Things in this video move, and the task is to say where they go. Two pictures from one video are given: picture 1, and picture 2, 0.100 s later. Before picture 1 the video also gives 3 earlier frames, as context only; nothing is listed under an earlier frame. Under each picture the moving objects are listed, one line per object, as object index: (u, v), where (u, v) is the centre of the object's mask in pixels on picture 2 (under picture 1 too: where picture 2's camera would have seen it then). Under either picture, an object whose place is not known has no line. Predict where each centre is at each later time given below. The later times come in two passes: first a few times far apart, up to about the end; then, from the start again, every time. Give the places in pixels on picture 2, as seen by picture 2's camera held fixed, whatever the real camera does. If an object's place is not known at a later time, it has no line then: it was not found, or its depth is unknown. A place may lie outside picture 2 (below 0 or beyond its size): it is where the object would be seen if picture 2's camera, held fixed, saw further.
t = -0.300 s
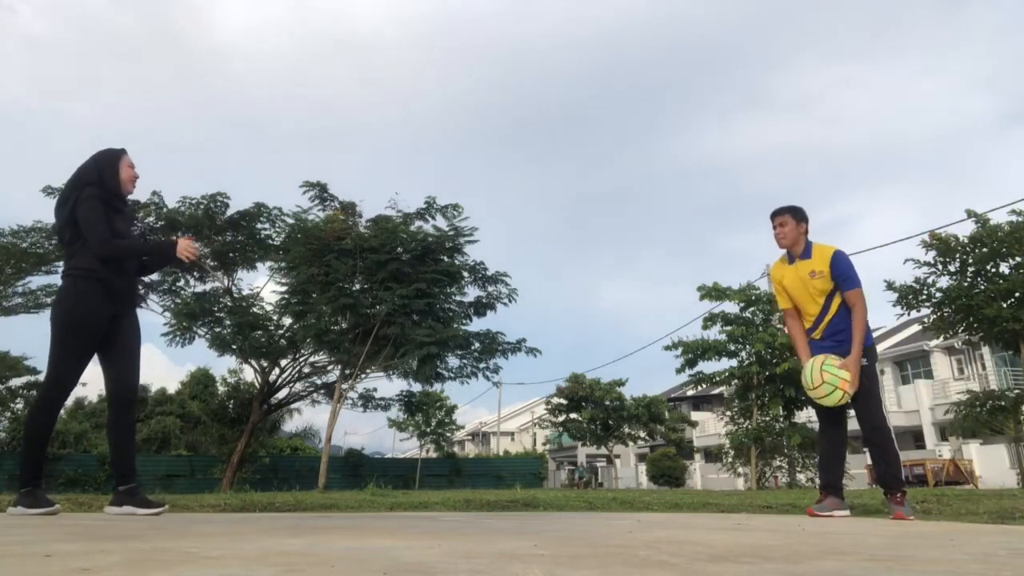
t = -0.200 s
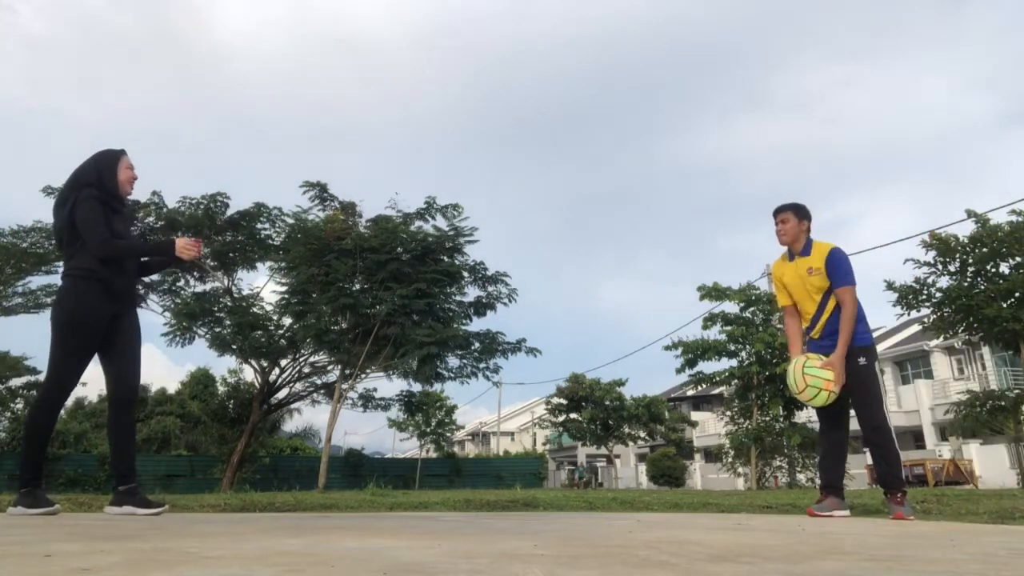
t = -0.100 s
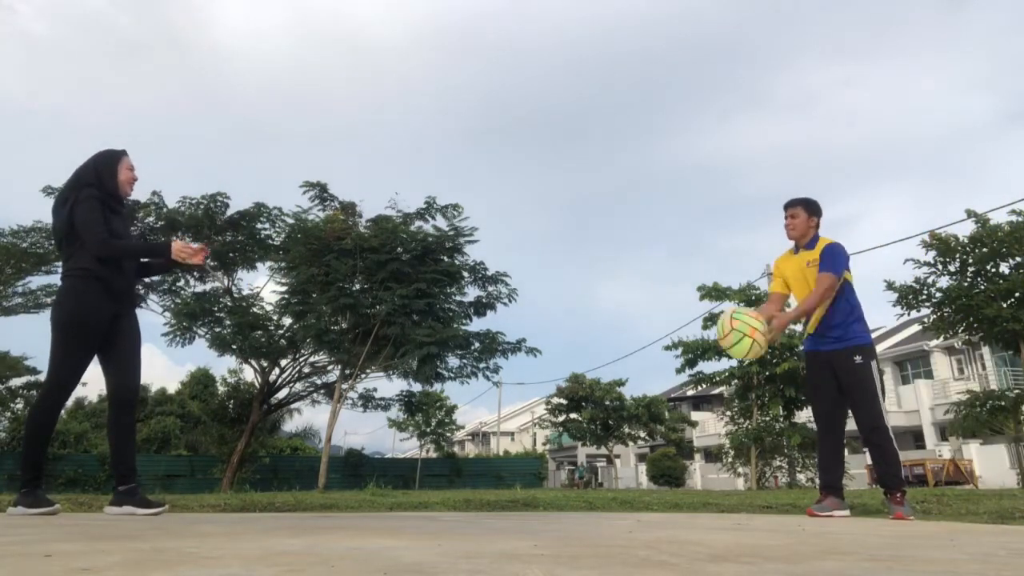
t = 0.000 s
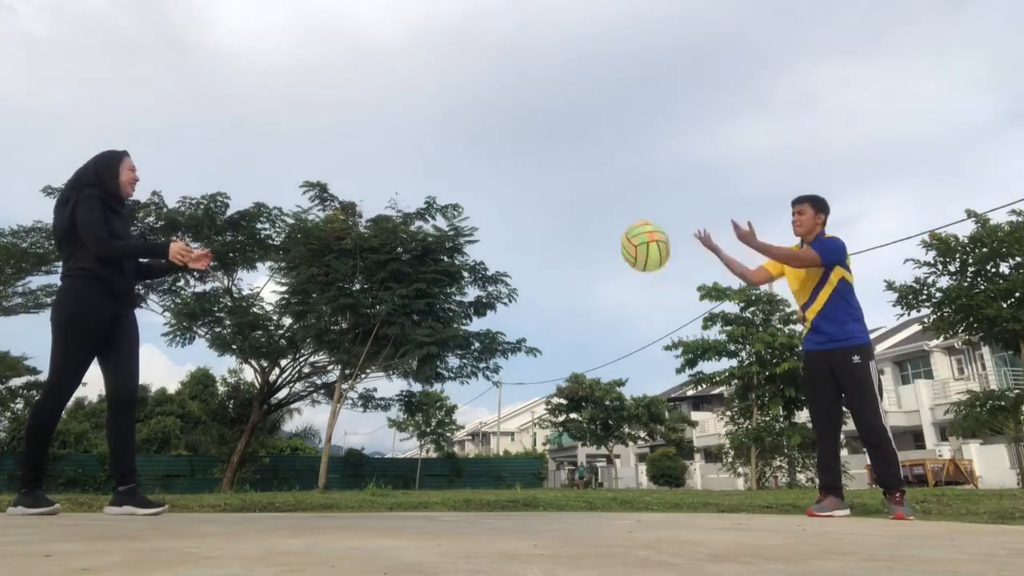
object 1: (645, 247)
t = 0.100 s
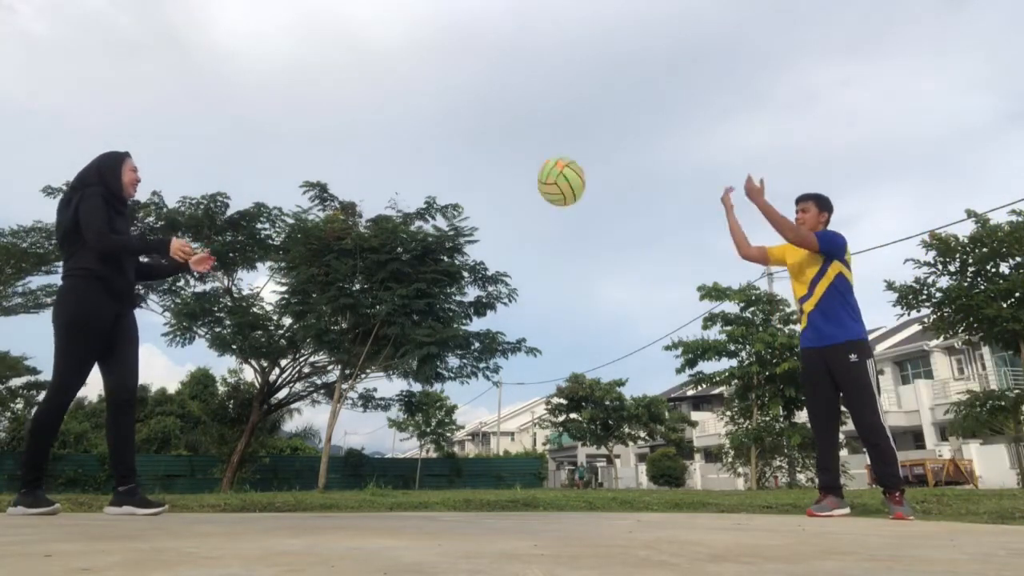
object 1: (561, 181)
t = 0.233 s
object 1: (464, 125)
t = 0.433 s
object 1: (331, 97)
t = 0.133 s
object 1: (536, 164)
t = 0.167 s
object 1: (511, 149)
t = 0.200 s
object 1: (487, 136)
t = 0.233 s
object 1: (464, 125)
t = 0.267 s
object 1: (441, 116)
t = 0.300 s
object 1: (418, 109)
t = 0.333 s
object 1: (396, 103)
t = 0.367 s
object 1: (375, 99)
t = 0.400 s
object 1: (353, 97)
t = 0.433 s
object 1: (331, 97)
